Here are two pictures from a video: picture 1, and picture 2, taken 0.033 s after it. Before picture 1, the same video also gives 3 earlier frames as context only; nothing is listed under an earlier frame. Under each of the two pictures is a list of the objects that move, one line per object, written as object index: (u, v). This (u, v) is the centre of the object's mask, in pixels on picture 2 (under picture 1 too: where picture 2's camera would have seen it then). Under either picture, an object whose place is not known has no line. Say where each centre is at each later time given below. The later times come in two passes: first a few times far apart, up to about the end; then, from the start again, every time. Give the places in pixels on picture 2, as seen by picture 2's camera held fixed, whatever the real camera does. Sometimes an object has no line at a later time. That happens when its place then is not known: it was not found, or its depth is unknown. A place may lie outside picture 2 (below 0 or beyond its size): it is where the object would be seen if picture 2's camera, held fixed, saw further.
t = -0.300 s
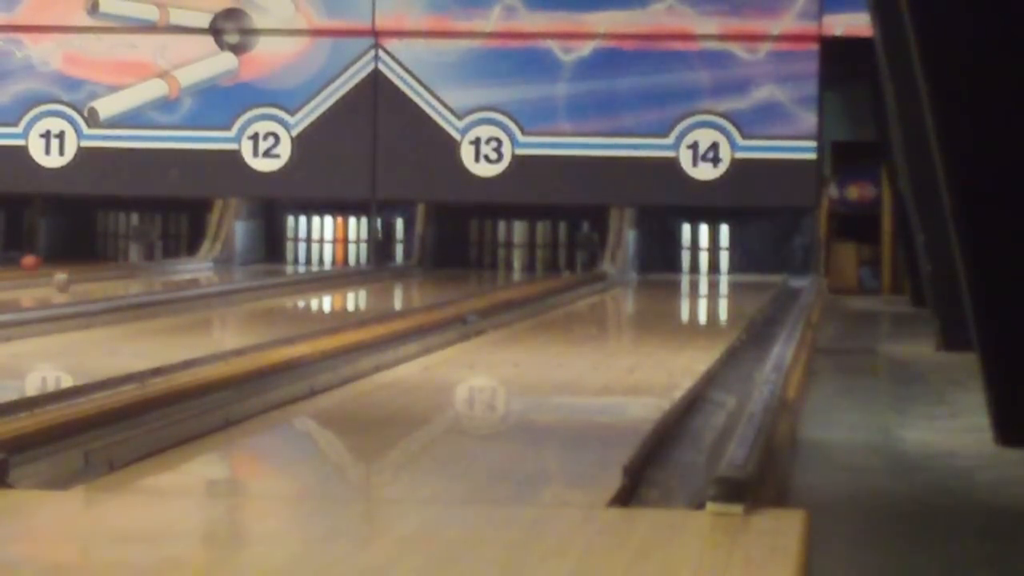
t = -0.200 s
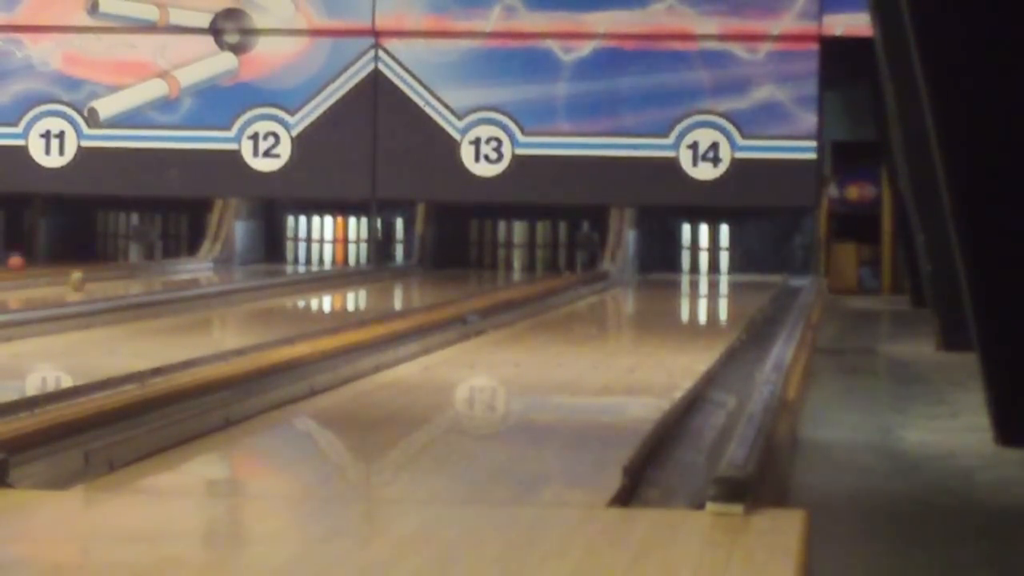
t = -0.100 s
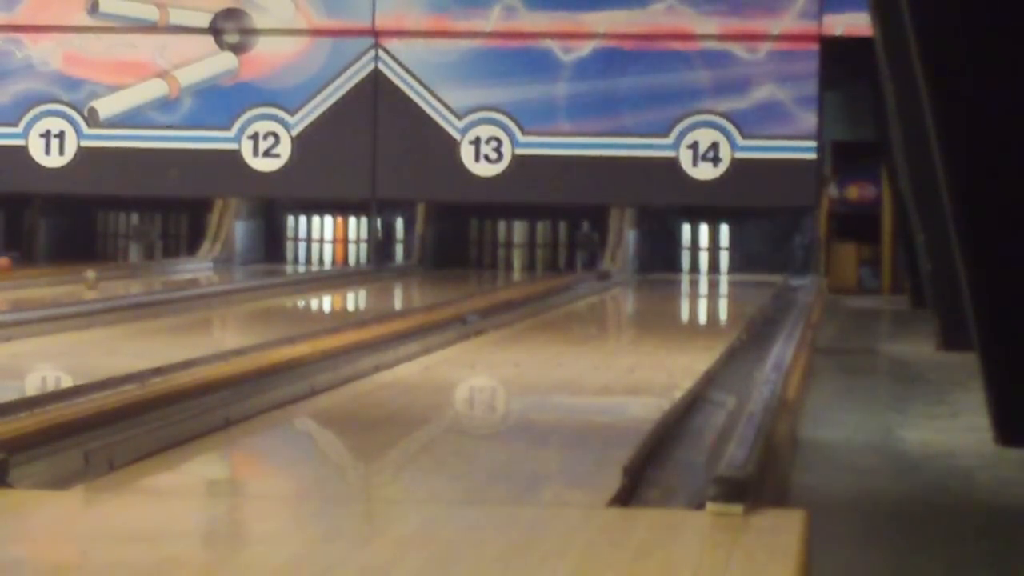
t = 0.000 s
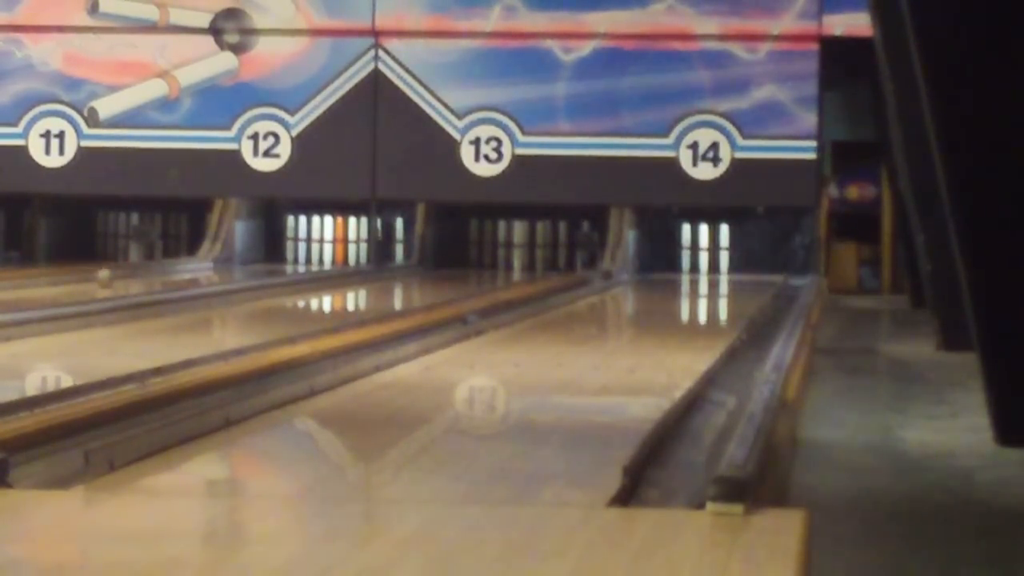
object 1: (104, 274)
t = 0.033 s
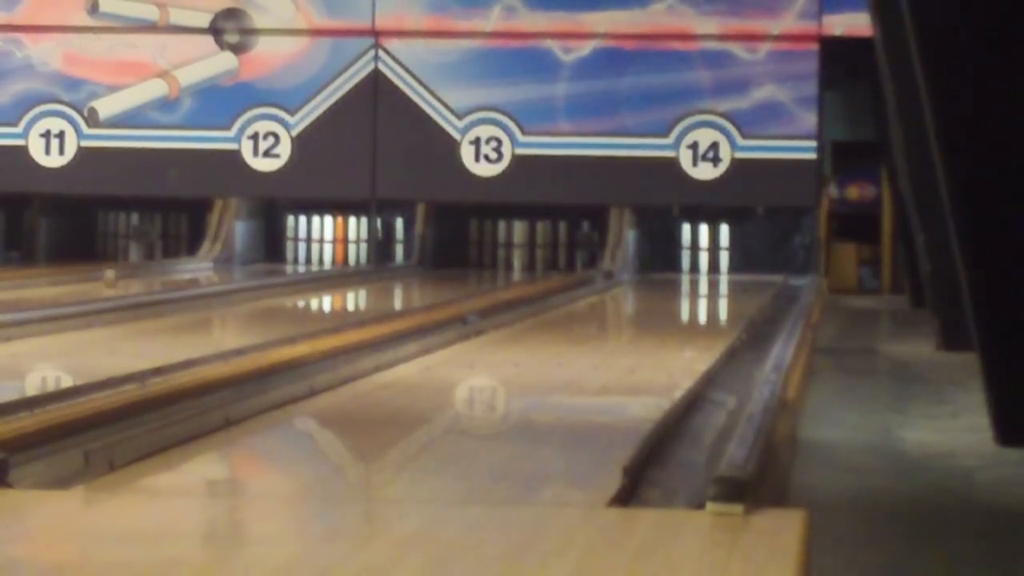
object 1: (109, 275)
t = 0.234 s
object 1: (135, 273)
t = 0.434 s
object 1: (159, 272)
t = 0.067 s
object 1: (113, 274)
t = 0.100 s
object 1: (118, 273)
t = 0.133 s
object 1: (123, 273)
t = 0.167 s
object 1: (129, 273)
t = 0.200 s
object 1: (131, 272)
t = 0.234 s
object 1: (135, 273)
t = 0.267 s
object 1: (139, 272)
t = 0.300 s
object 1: (144, 272)
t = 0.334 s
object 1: (147, 272)
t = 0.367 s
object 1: (151, 269)
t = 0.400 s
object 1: (158, 270)
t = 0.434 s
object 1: (159, 272)
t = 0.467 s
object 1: (164, 271)
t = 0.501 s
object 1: (169, 270)
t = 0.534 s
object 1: (173, 272)
